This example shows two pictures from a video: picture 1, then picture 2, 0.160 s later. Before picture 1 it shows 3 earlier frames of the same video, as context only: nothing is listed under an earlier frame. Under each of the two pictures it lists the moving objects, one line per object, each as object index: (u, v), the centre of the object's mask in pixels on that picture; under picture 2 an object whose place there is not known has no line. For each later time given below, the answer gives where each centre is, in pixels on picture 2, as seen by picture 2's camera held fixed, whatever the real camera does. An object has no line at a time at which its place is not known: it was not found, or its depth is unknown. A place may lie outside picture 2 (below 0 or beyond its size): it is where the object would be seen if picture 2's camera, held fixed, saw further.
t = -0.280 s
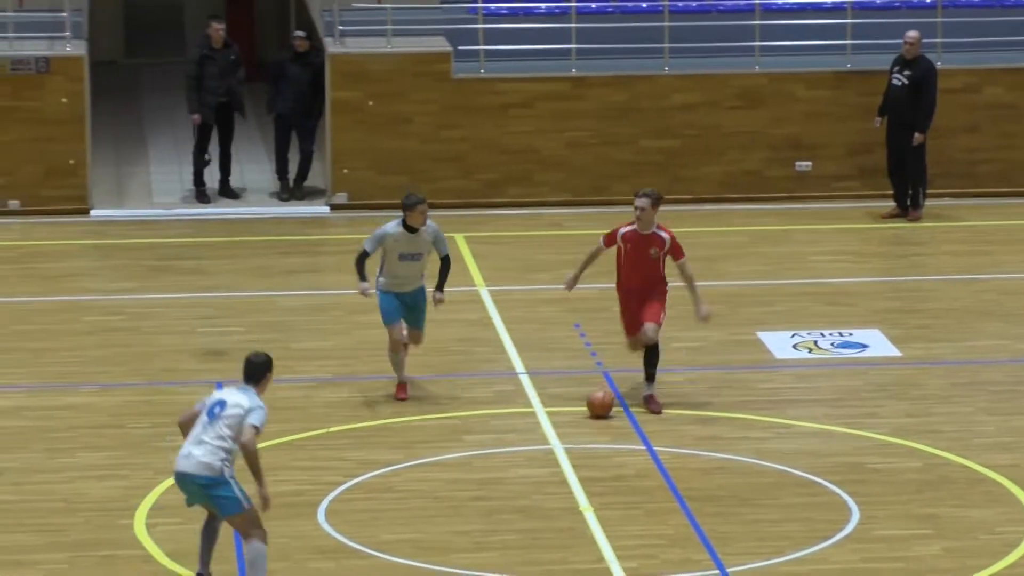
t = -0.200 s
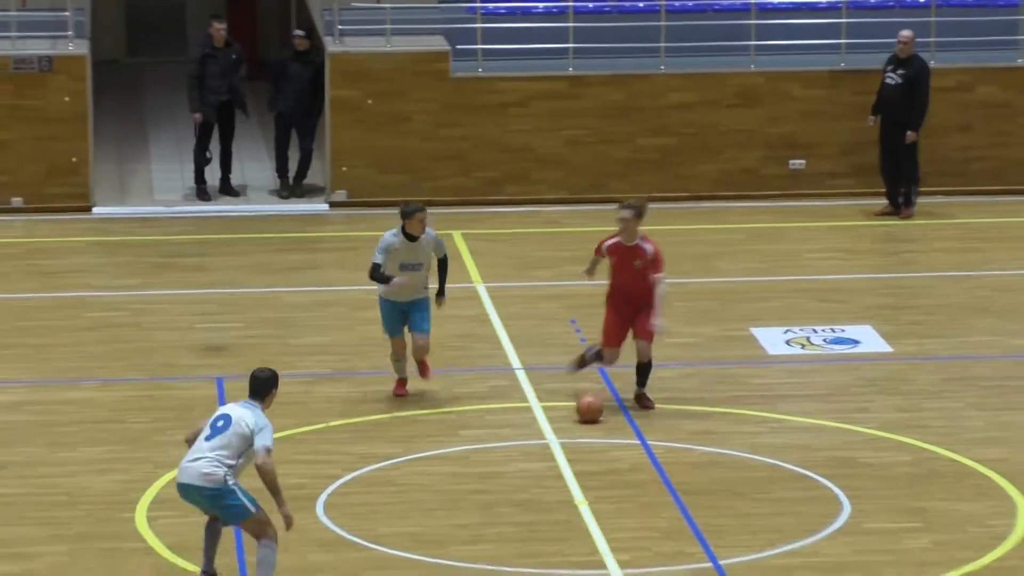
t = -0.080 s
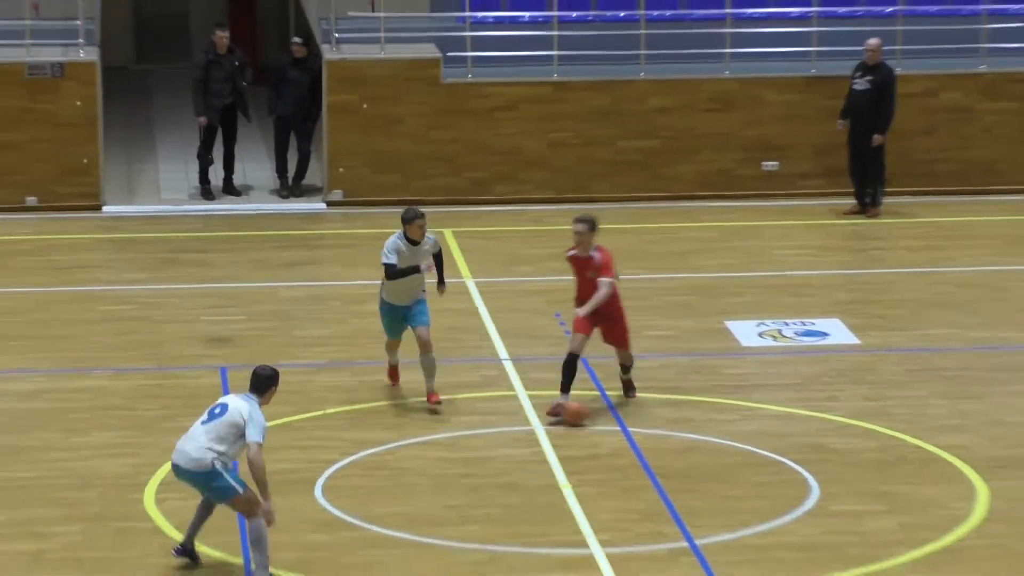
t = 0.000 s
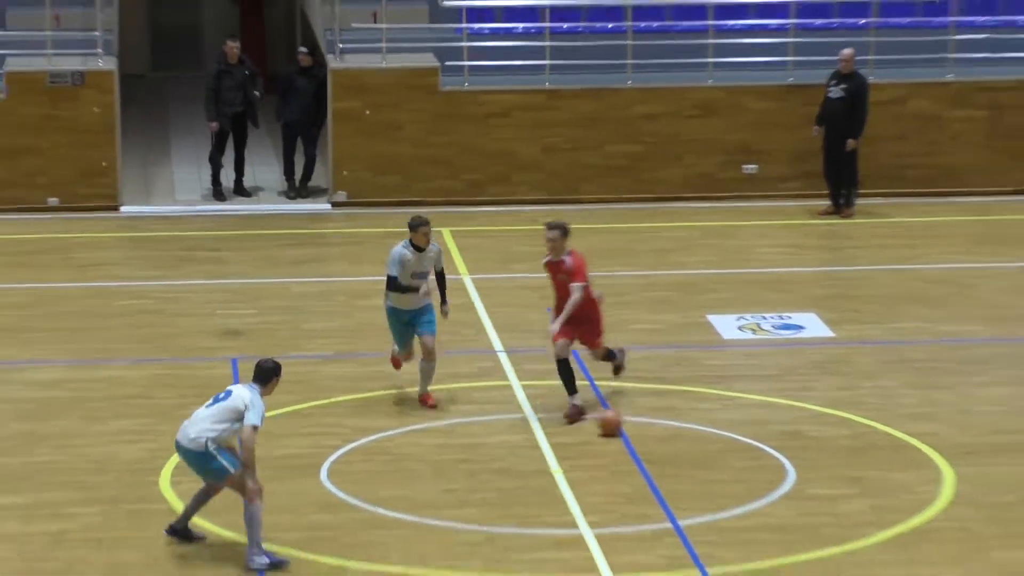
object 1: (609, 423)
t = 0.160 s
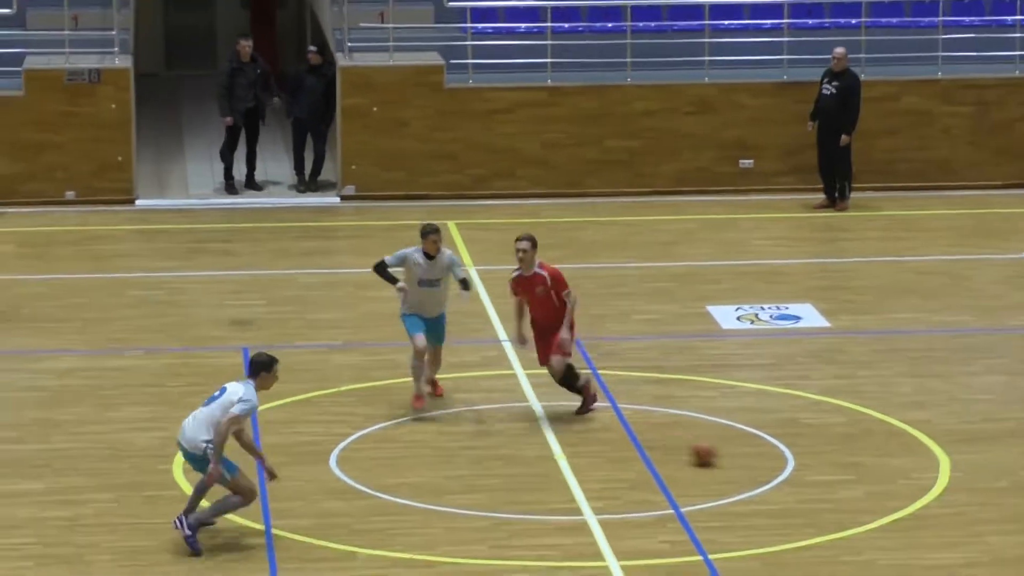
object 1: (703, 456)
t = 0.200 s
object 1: (726, 464)
